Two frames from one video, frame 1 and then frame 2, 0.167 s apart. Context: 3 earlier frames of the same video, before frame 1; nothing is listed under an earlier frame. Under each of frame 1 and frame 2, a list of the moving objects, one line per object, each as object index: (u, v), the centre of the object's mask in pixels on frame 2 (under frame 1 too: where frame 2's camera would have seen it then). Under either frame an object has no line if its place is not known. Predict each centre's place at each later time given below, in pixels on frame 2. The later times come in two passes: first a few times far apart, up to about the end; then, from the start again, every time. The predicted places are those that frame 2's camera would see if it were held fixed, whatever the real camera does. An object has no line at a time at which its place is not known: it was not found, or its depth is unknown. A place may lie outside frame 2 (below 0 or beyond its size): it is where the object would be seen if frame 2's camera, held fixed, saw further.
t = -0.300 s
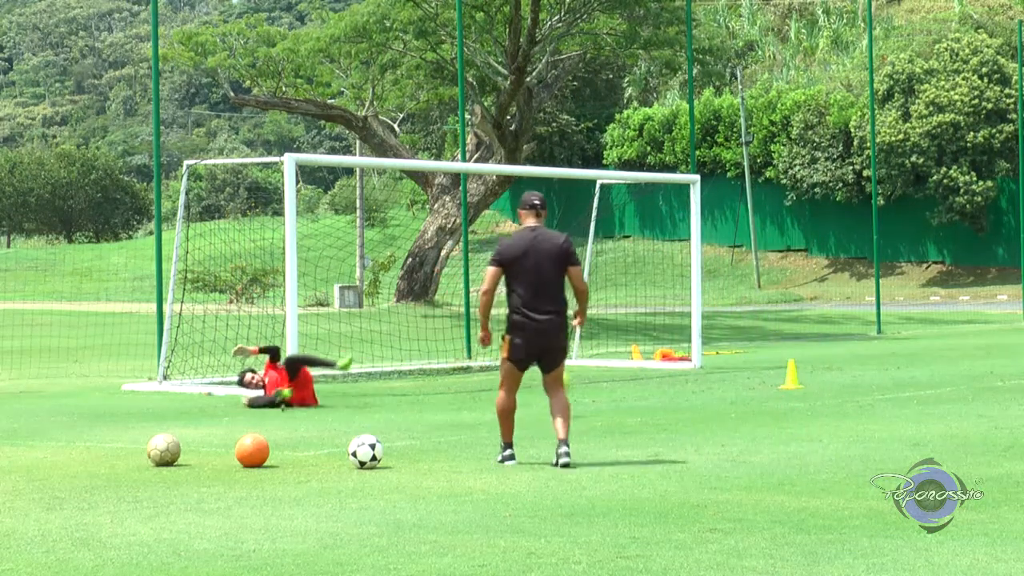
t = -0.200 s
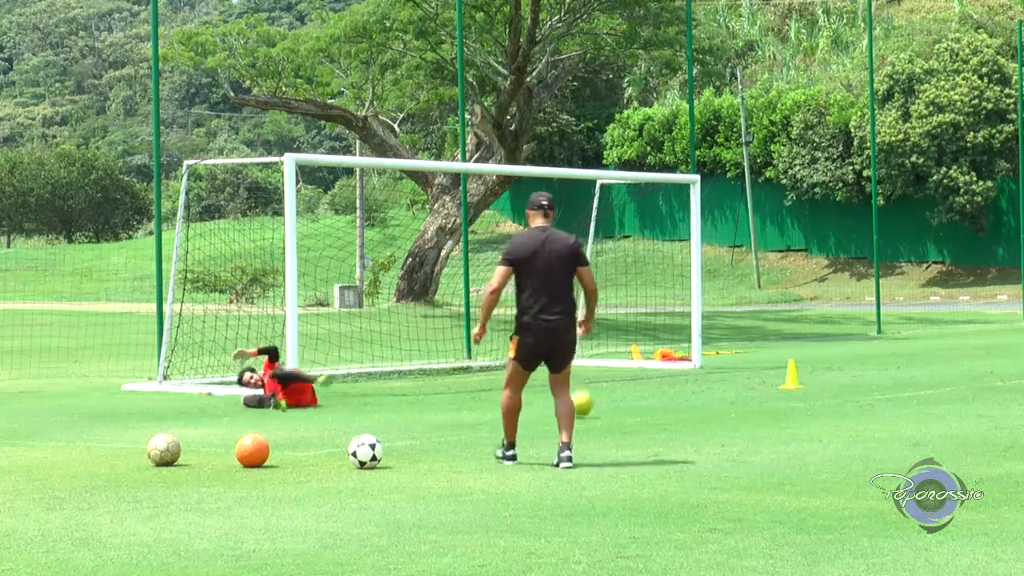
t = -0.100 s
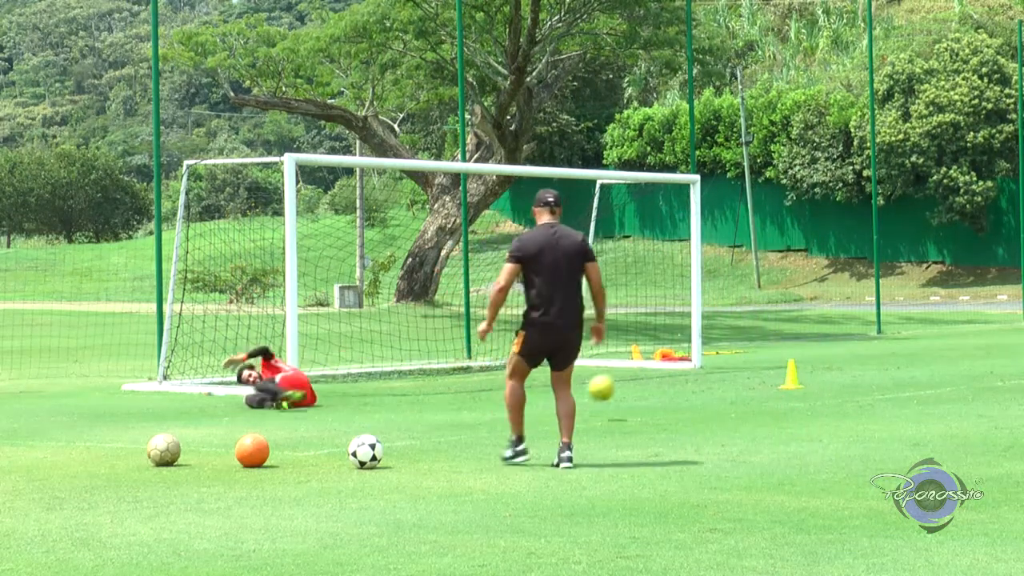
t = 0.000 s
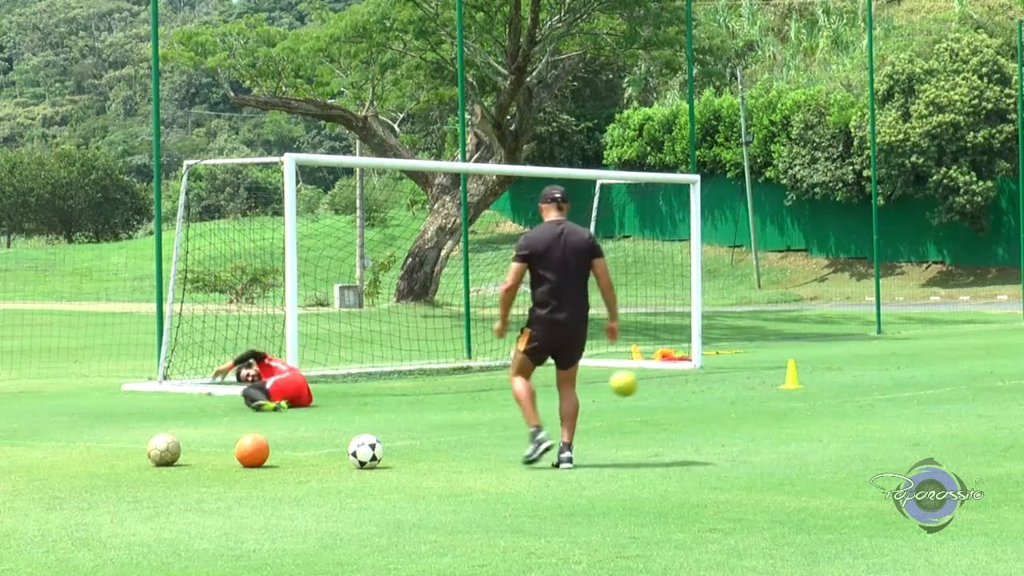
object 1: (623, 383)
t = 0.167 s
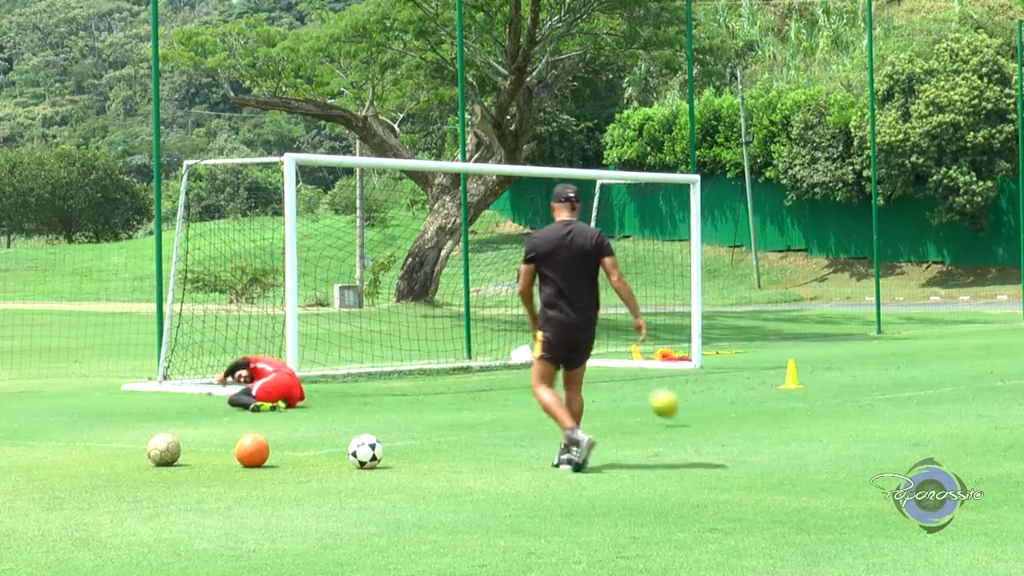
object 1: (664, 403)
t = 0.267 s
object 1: (689, 410)
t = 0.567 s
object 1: (769, 419)
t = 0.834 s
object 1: (846, 425)
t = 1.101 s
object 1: (928, 429)
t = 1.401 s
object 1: (1014, 437)
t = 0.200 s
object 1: (673, 411)
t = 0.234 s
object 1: (681, 414)
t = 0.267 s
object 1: (689, 410)
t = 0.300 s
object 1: (698, 406)
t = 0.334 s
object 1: (705, 404)
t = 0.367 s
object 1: (714, 404)
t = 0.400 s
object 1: (723, 405)
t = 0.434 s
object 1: (731, 408)
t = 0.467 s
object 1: (740, 411)
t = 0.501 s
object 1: (749, 416)
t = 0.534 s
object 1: (759, 420)
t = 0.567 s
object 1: (769, 419)
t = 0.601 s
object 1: (778, 417)
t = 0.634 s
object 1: (787, 417)
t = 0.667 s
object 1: (797, 418)
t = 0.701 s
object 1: (806, 422)
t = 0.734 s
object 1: (817, 424)
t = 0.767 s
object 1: (826, 424)
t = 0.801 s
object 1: (836, 424)
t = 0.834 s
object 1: (846, 425)
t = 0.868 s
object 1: (857, 427)
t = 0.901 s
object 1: (867, 427)
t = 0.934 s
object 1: (877, 426)
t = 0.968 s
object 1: (887, 427)
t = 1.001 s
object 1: (897, 429)
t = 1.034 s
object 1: (907, 430)
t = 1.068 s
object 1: (918, 430)
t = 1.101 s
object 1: (928, 429)
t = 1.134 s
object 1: (938, 431)
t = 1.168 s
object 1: (949, 432)
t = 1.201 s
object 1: (959, 434)
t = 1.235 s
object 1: (969, 433)
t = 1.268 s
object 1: (979, 434)
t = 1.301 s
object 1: (989, 436)
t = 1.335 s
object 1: (999, 437)
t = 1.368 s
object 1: (1008, 437)
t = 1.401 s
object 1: (1014, 437)
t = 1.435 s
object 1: (1018, 438)
